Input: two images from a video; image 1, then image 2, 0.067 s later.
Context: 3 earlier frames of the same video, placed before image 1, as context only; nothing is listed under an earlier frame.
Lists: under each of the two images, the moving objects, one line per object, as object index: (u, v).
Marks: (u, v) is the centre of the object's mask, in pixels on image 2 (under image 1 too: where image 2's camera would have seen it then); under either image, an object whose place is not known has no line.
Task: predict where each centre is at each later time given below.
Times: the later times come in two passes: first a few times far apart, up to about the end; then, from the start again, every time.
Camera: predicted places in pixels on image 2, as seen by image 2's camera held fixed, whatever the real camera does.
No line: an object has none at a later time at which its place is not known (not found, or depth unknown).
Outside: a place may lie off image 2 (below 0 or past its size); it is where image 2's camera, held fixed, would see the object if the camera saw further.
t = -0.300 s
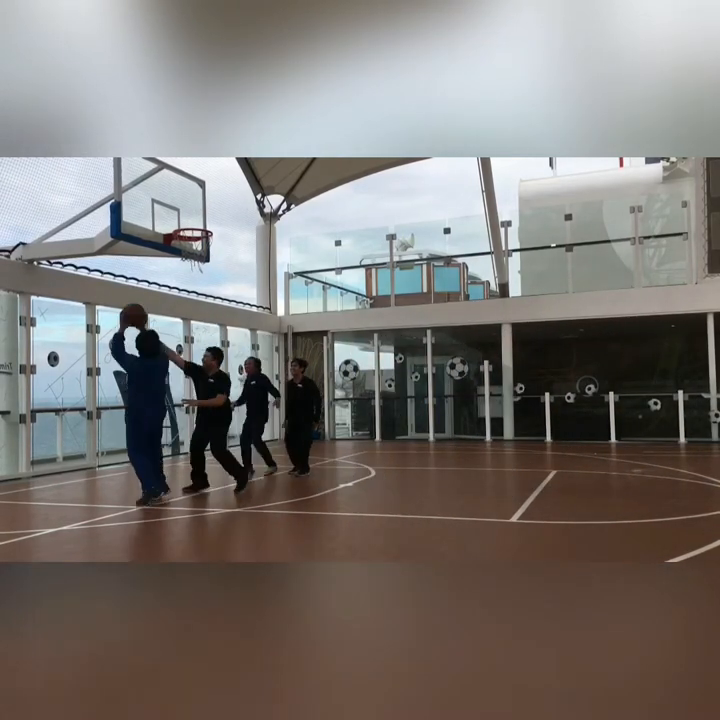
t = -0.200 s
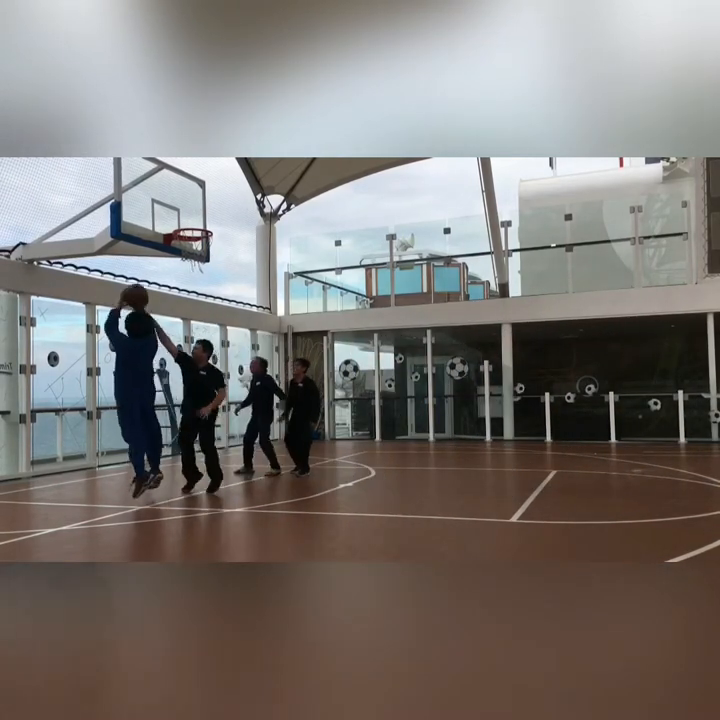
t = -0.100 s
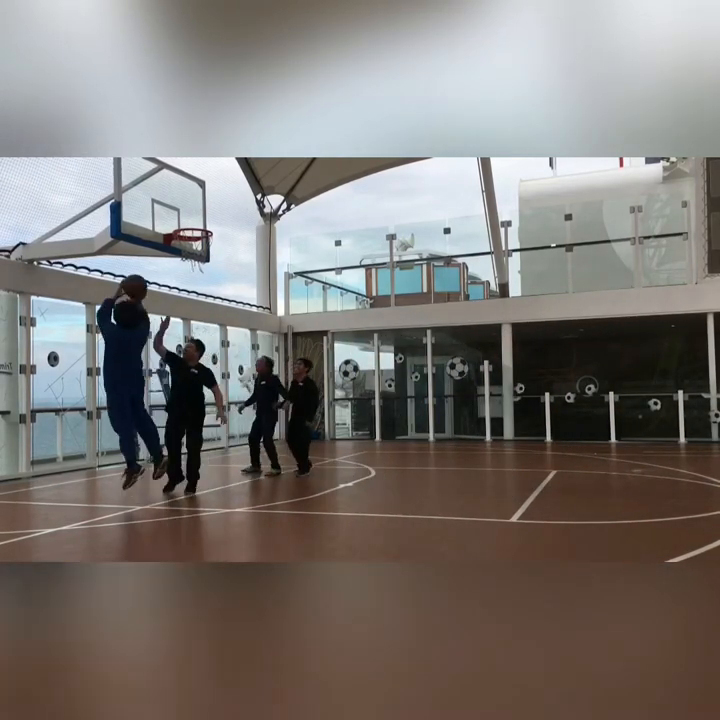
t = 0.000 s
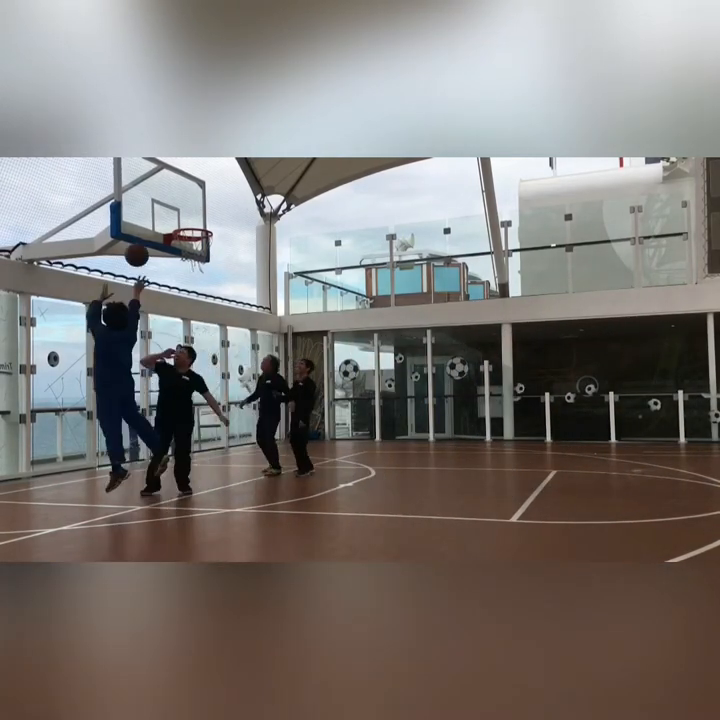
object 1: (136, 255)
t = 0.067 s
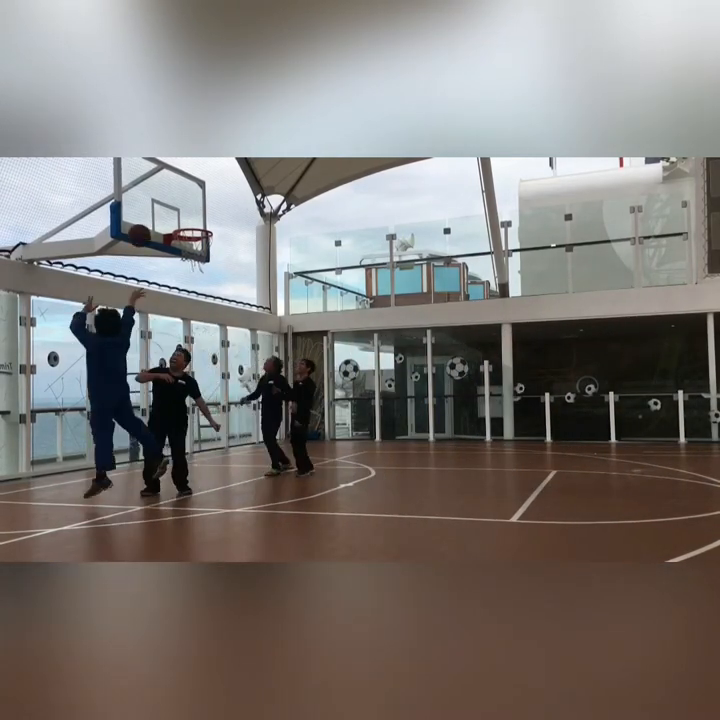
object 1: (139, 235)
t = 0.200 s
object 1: (144, 211)
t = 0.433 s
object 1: (154, 207)
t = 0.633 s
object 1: (175, 215)
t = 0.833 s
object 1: (183, 210)
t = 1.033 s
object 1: (191, 215)
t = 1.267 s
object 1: (202, 219)
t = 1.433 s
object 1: (212, 233)
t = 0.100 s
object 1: (140, 227)
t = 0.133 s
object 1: (142, 221)
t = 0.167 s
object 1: (143, 215)
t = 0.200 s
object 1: (144, 211)
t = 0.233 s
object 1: (146, 208)
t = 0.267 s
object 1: (147, 205)
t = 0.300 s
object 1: (148, 204)
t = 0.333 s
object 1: (149, 203)
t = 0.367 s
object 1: (151, 204)
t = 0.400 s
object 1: (152, 205)
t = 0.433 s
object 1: (154, 207)
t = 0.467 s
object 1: (158, 209)
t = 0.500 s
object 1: (162, 212)
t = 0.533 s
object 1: (167, 215)
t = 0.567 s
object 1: (172, 220)
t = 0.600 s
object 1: (174, 219)
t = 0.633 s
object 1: (175, 215)
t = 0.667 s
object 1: (176, 212)
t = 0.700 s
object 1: (178, 210)
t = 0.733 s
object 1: (179, 209)
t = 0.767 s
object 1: (180, 208)
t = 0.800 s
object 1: (181, 209)
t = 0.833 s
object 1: (183, 210)
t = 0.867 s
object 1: (184, 213)
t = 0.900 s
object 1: (185, 216)
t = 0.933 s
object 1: (187, 219)
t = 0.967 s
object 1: (188, 217)
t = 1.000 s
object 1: (189, 216)
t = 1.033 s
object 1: (191, 215)
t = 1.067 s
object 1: (192, 216)
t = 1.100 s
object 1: (193, 217)
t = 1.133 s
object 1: (195, 219)
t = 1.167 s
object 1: (197, 218)
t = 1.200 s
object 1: (198, 217)
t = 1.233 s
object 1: (200, 218)
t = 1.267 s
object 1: (202, 219)
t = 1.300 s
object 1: (203, 221)
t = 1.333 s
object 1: (206, 223)
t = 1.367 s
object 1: (208, 226)
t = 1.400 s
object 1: (210, 229)
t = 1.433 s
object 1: (212, 233)
